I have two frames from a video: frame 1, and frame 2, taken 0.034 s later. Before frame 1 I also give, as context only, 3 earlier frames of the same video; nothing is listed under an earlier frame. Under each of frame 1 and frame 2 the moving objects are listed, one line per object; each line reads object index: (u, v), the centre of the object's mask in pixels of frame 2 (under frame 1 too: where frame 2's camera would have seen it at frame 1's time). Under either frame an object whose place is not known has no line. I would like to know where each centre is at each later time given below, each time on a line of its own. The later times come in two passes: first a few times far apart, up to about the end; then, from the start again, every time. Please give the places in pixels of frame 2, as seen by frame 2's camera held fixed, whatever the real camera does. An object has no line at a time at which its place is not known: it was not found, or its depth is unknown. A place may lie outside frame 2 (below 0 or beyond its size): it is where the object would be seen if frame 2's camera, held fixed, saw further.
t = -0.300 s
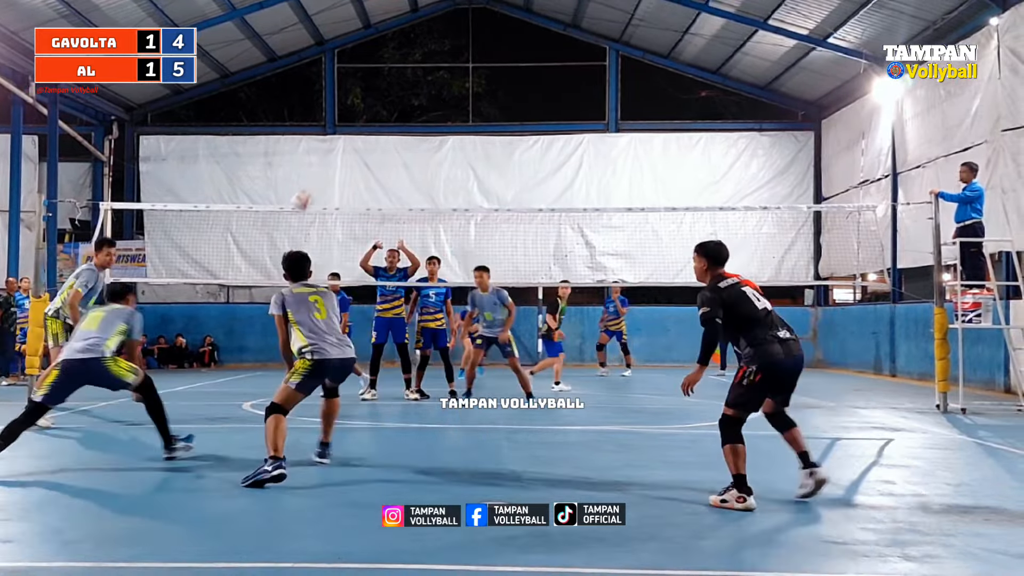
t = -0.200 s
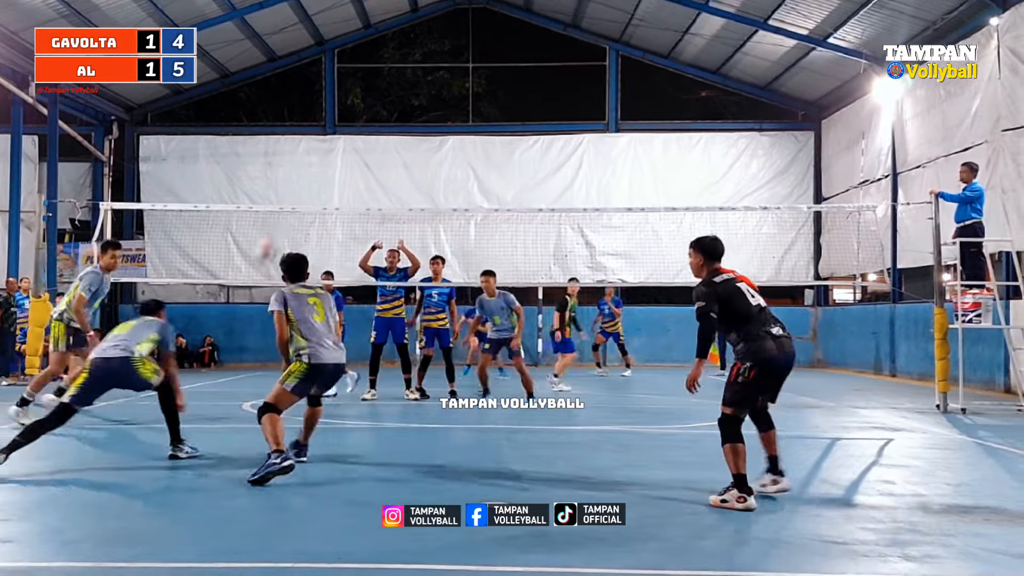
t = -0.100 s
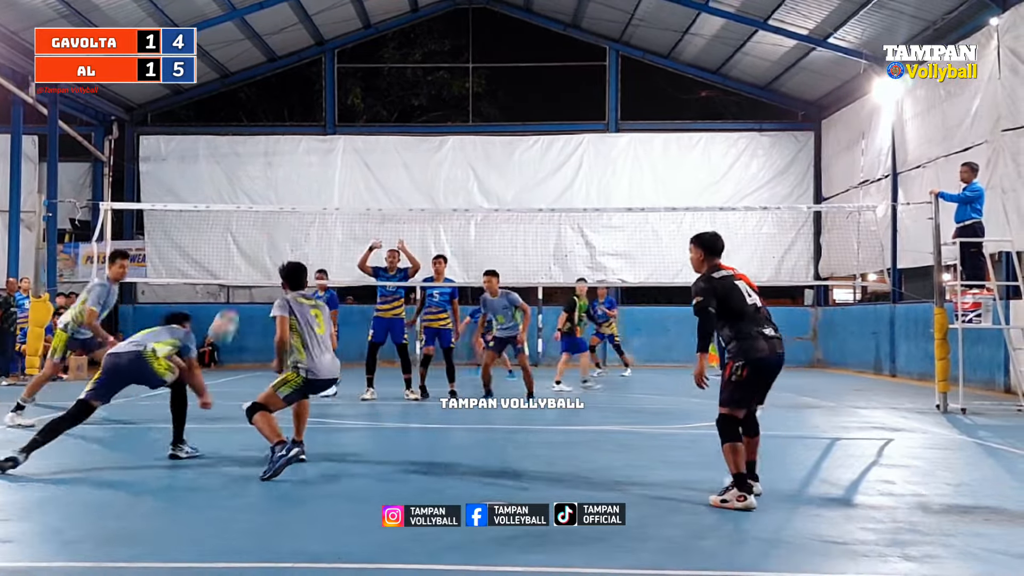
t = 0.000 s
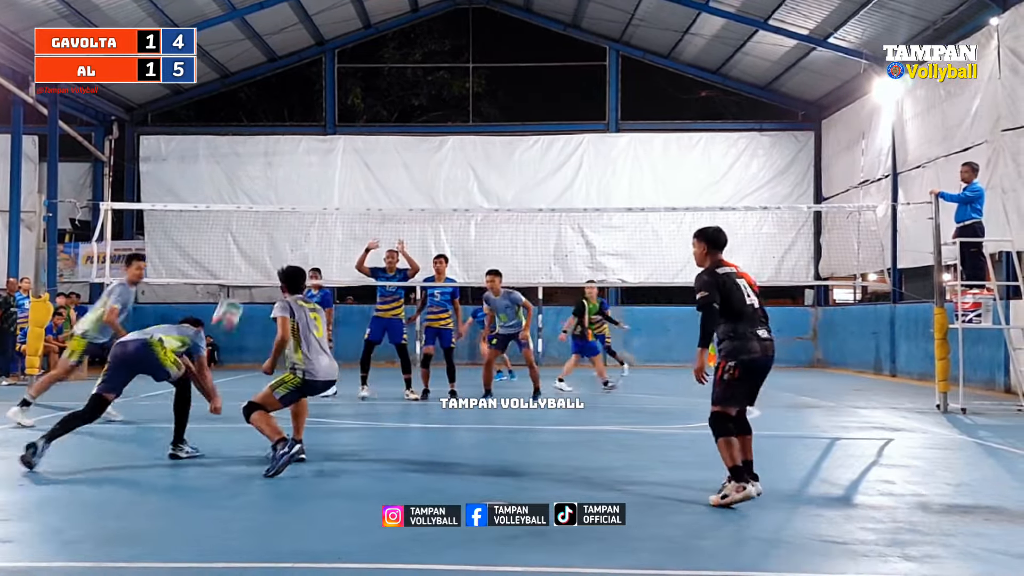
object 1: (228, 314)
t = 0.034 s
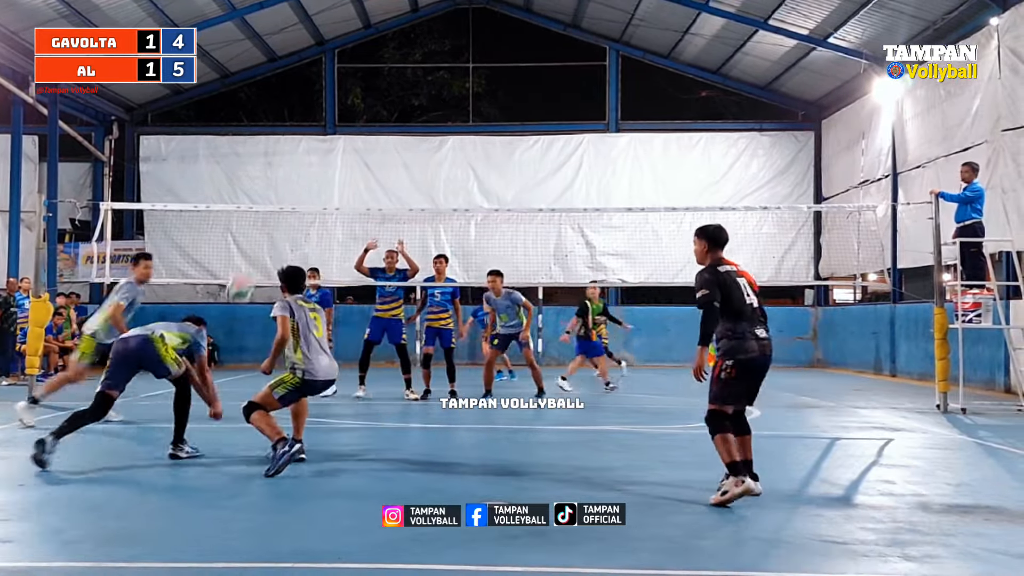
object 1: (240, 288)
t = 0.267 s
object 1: (322, 141)
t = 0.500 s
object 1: (390, 67)
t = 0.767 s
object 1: (458, 53)
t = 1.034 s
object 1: (517, 101)
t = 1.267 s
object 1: (561, 189)
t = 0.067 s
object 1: (254, 262)
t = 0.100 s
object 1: (264, 236)
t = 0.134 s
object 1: (276, 214)
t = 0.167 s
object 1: (287, 196)
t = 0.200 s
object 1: (300, 176)
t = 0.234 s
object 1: (311, 155)
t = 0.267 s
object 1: (322, 141)
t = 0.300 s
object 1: (332, 126)
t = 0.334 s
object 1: (343, 113)
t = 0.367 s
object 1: (353, 102)
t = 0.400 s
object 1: (362, 91)
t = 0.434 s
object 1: (372, 81)
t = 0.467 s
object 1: (382, 73)
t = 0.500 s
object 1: (390, 67)
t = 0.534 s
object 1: (399, 61)
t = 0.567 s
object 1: (409, 56)
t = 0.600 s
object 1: (417, 53)
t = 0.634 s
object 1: (425, 51)
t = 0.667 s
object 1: (434, 50)
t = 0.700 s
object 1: (442, 50)
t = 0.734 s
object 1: (450, 51)
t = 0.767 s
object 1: (458, 53)
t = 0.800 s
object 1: (466, 55)
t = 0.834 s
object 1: (474, 59)
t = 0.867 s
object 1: (482, 64)
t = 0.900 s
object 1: (489, 70)
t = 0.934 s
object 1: (496, 76)
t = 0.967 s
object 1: (503, 84)
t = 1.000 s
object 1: (510, 92)
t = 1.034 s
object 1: (517, 101)
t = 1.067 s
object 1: (524, 111)
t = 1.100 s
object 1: (530, 121)
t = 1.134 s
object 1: (536, 132)
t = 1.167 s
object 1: (544, 146)
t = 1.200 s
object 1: (549, 159)
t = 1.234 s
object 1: (555, 174)
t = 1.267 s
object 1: (561, 189)
